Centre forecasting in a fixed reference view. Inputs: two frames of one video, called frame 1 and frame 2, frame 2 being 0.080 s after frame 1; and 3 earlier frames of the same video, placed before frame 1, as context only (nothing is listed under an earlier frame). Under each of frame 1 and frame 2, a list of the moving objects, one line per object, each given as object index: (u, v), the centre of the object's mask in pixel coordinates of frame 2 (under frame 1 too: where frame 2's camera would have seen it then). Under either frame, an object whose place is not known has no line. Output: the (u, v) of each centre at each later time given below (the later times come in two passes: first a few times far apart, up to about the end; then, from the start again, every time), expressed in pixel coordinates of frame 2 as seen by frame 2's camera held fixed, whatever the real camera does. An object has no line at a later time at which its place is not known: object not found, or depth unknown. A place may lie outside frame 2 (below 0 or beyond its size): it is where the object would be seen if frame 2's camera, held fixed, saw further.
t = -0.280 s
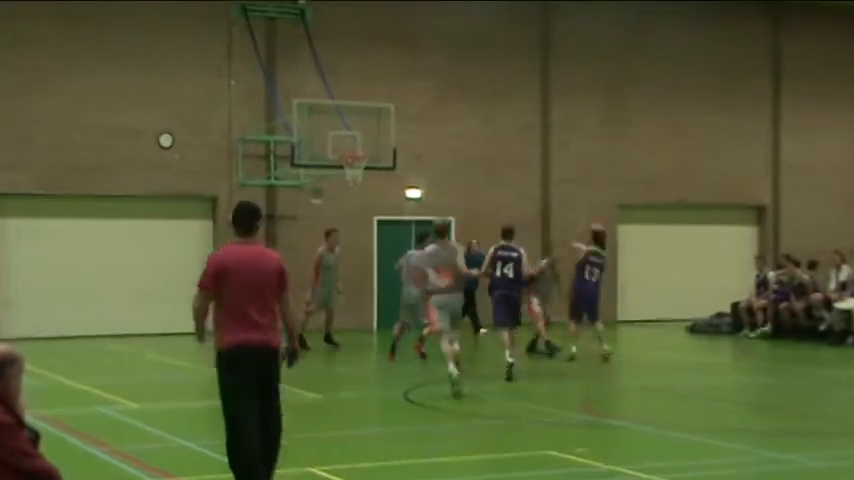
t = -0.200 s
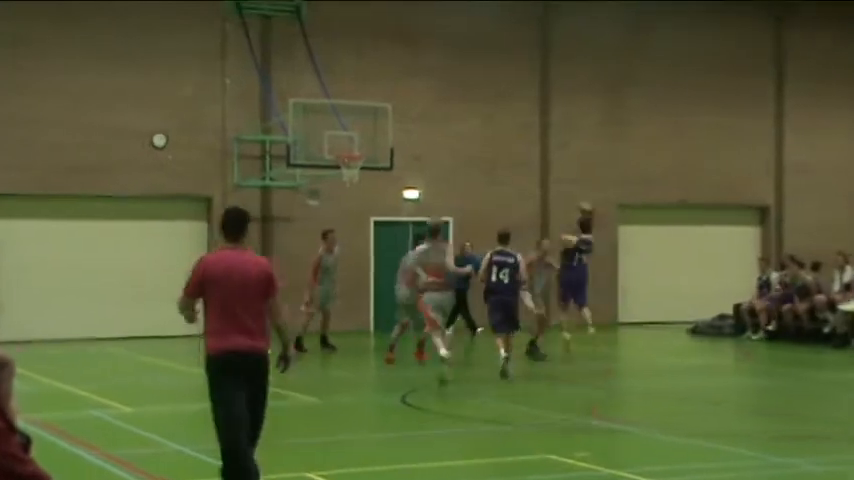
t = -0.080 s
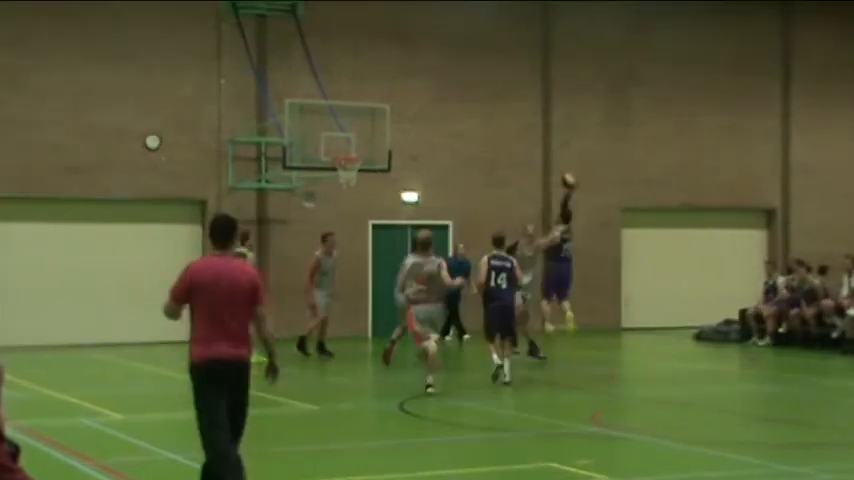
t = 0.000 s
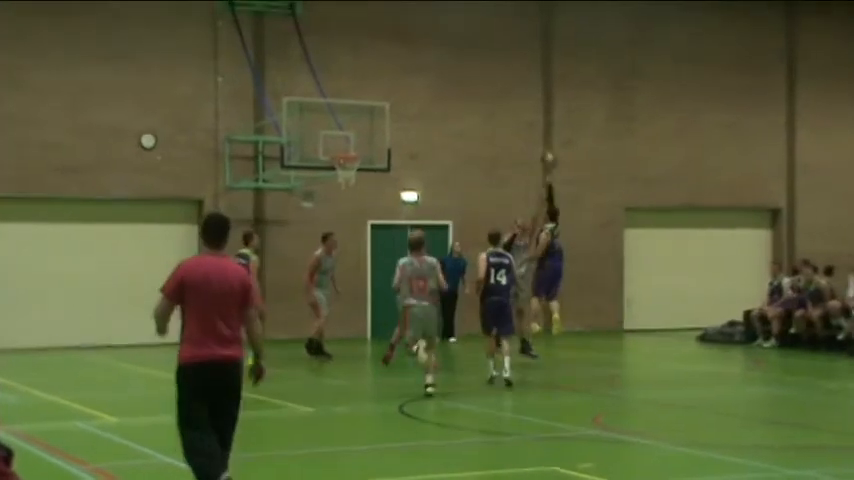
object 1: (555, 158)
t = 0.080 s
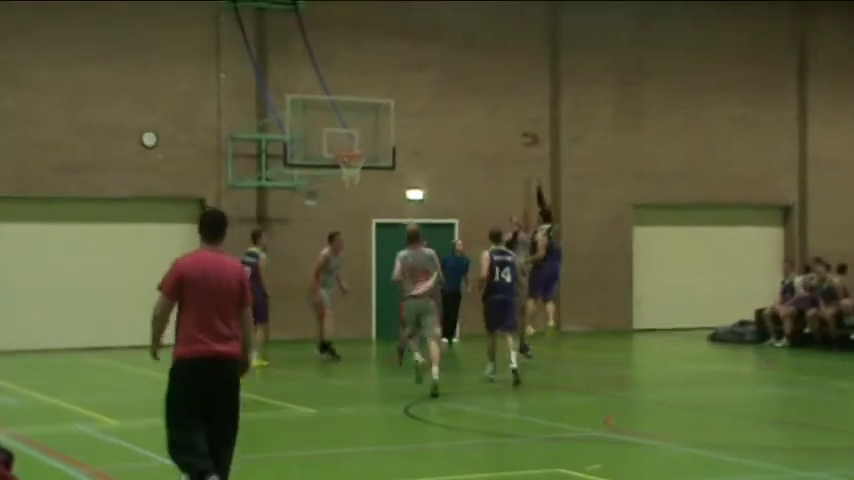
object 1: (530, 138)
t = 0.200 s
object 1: (493, 119)
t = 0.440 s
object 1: (421, 113)
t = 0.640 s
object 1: (367, 137)
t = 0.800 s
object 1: (351, 178)
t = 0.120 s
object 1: (518, 132)
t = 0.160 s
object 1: (505, 125)
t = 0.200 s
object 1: (493, 119)
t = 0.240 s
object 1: (481, 114)
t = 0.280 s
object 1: (468, 111)
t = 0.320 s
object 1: (455, 112)
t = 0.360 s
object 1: (444, 112)
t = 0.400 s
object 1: (433, 111)
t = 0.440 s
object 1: (421, 113)
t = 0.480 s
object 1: (410, 118)
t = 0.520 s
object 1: (400, 121)
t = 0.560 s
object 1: (388, 125)
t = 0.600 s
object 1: (378, 131)
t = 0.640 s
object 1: (367, 137)
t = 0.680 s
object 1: (356, 146)
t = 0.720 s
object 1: (343, 154)
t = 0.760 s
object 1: (341, 153)
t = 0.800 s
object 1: (351, 178)
